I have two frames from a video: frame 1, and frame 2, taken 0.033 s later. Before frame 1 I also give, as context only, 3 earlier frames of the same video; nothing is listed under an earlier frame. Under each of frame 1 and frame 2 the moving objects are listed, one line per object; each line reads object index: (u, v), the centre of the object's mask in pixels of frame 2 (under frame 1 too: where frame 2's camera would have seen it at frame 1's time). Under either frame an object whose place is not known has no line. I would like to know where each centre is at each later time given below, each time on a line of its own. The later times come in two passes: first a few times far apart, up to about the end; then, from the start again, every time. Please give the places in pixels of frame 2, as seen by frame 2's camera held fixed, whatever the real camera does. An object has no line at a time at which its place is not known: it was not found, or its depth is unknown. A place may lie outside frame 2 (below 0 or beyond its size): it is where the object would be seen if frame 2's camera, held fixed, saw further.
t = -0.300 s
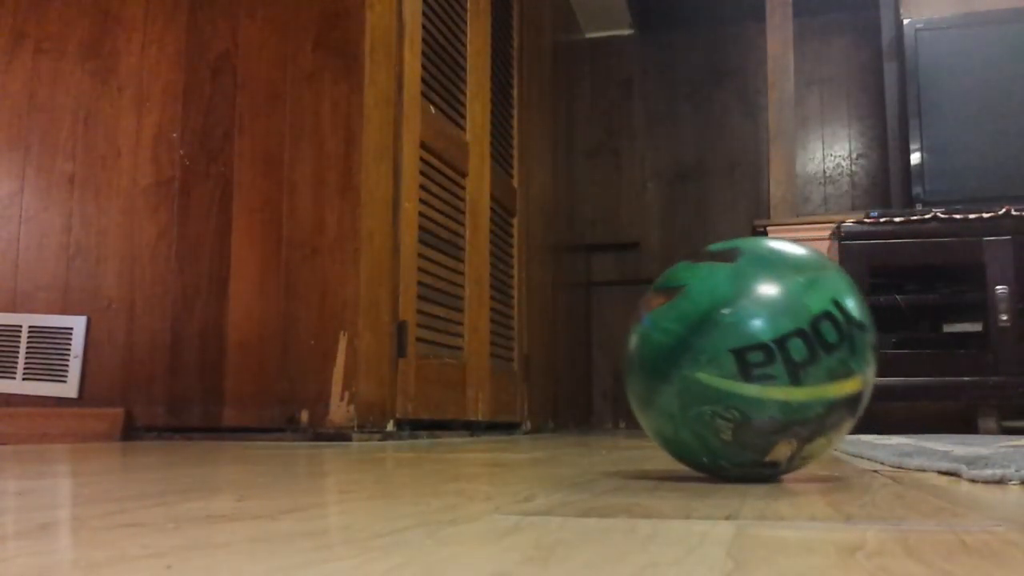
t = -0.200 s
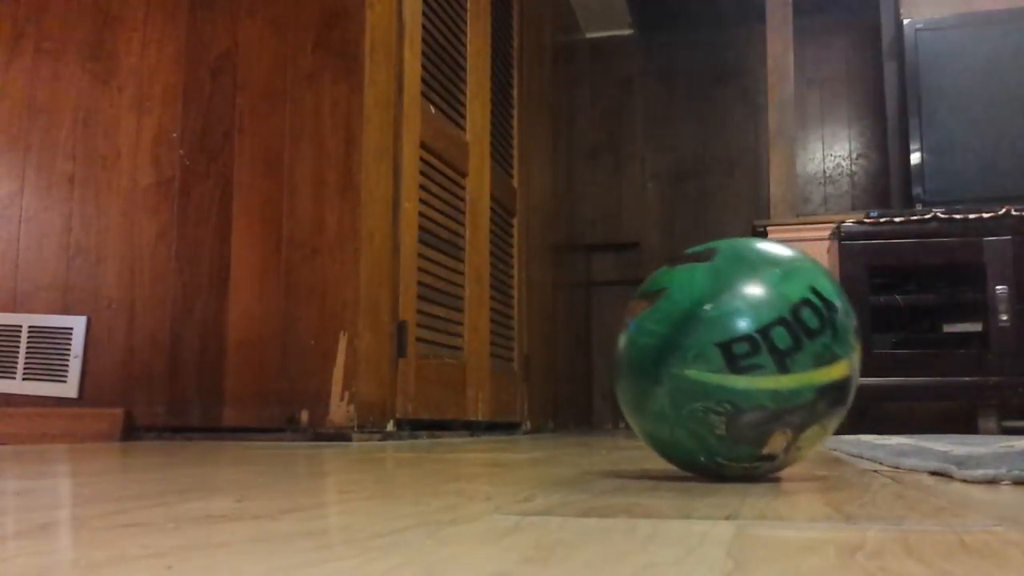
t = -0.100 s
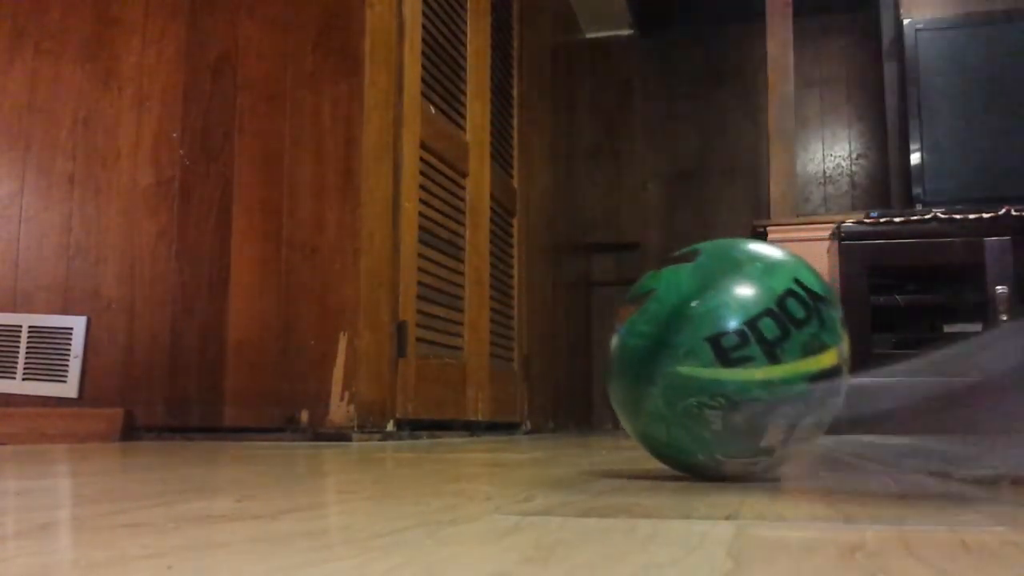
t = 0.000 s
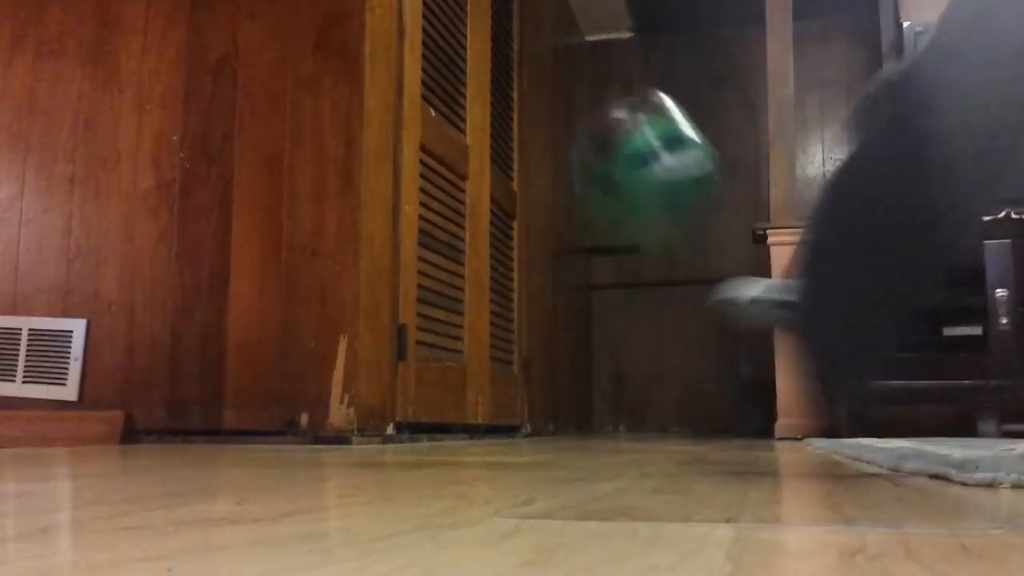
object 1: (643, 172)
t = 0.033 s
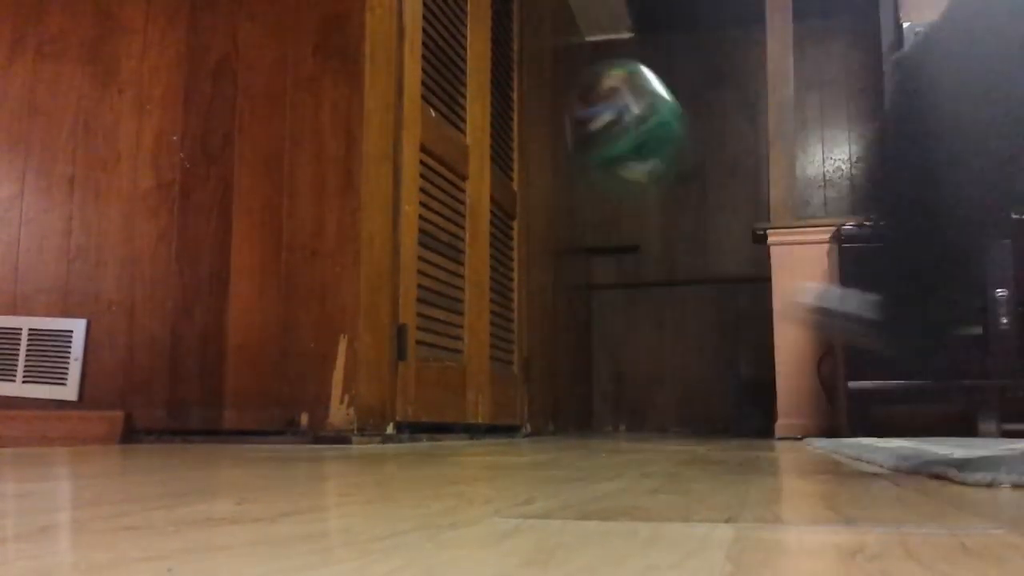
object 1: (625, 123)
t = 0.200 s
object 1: (595, 84)
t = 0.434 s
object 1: (574, 166)
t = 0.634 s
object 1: (637, 249)
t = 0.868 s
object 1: (687, 403)
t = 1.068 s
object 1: (709, 298)
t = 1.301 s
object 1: (741, 249)
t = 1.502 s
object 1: (787, 340)
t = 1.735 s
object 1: (795, 296)
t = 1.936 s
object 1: (795, 278)
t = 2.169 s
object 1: (803, 336)
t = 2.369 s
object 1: (805, 289)
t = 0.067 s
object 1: (613, 102)
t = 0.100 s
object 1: (605, 86)
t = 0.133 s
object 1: (598, 82)
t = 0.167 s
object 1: (594, 81)
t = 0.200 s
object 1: (595, 84)
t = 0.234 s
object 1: (592, 91)
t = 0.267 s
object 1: (587, 100)
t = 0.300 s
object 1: (584, 109)
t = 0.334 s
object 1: (582, 121)
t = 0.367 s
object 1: (578, 134)
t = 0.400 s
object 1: (577, 151)
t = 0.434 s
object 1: (574, 166)
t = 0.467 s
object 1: (583, 182)
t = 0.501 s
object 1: (595, 193)
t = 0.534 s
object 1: (610, 210)
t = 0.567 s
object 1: (622, 229)
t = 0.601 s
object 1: (629, 242)
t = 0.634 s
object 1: (637, 249)
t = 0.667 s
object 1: (642, 259)
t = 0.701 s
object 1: (646, 271)
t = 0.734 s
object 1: (653, 289)
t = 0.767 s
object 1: (659, 313)
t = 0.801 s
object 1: (666, 338)
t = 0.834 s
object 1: (676, 367)
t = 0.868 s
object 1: (687, 403)
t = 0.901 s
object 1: (693, 408)
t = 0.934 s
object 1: (698, 379)
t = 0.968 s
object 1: (702, 350)
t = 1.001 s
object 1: (703, 332)
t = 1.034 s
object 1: (707, 315)
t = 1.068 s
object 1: (709, 298)
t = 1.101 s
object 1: (714, 280)
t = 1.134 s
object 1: (719, 269)
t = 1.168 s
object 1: (721, 261)
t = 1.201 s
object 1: (726, 253)
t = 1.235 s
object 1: (730, 248)
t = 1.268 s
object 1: (736, 248)
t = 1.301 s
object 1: (741, 249)
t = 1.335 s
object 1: (746, 254)
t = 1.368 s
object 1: (751, 262)
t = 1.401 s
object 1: (757, 274)
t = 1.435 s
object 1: (768, 291)
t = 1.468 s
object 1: (773, 313)
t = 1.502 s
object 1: (787, 340)
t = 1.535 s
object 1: (792, 382)
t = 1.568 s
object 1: (799, 408)
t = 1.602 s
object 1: (800, 384)
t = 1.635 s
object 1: (800, 356)
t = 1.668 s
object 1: (797, 332)
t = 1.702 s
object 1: (796, 314)
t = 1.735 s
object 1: (795, 296)
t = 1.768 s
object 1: (795, 283)
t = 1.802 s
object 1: (795, 272)
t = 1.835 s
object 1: (794, 266)
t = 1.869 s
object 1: (795, 265)
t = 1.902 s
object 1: (794, 268)
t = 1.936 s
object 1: (795, 278)
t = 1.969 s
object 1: (799, 294)
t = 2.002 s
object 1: (798, 315)
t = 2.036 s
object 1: (801, 344)
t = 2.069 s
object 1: (801, 385)
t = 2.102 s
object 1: (802, 392)
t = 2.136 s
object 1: (803, 360)
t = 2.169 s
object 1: (803, 336)
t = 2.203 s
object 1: (800, 313)
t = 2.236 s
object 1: (800, 295)
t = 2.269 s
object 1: (801, 284)
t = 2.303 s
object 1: (802, 279)
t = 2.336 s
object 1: (803, 280)
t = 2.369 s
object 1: (805, 289)
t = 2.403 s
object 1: (807, 304)
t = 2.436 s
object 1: (810, 331)
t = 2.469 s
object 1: (812, 370)
